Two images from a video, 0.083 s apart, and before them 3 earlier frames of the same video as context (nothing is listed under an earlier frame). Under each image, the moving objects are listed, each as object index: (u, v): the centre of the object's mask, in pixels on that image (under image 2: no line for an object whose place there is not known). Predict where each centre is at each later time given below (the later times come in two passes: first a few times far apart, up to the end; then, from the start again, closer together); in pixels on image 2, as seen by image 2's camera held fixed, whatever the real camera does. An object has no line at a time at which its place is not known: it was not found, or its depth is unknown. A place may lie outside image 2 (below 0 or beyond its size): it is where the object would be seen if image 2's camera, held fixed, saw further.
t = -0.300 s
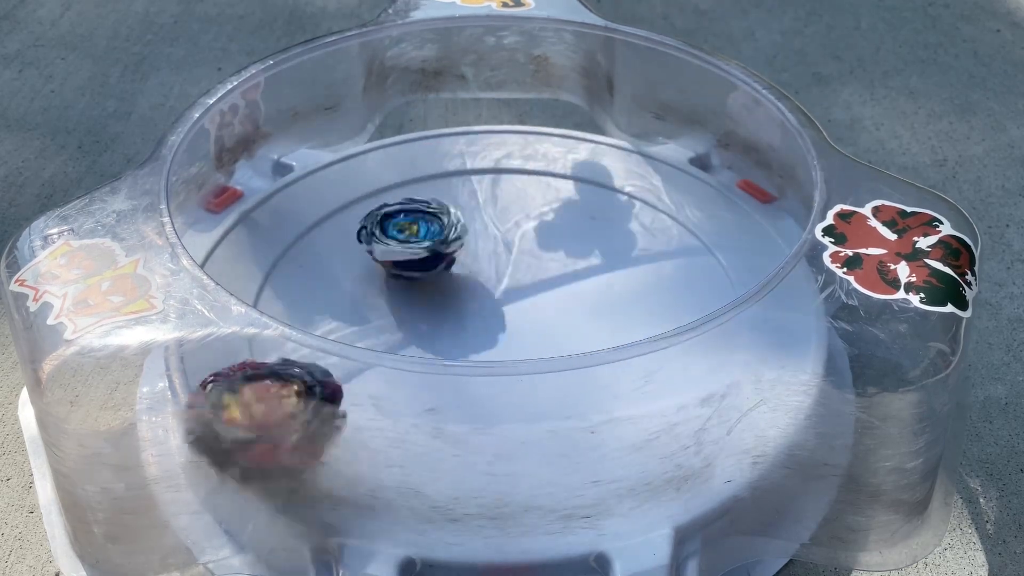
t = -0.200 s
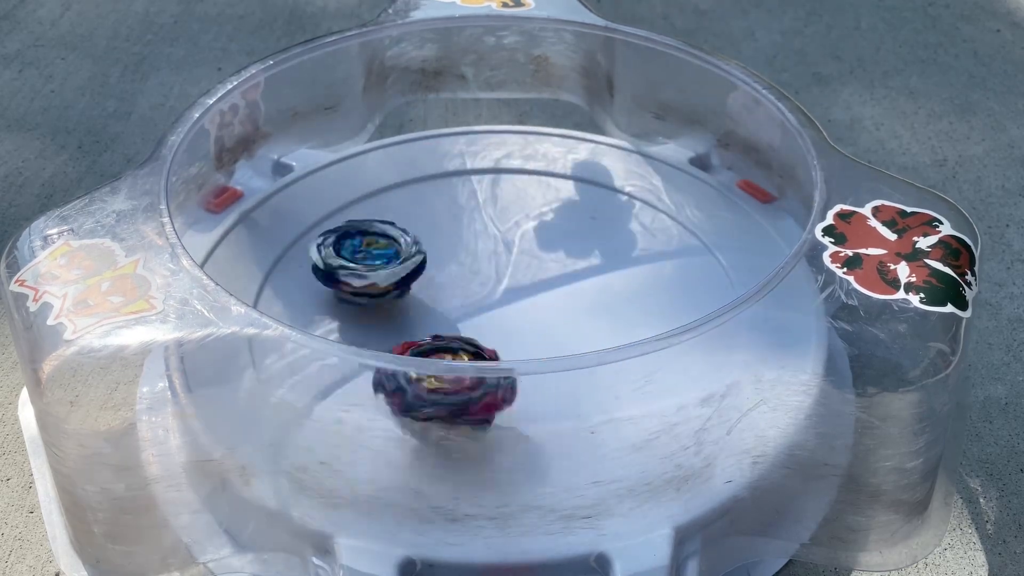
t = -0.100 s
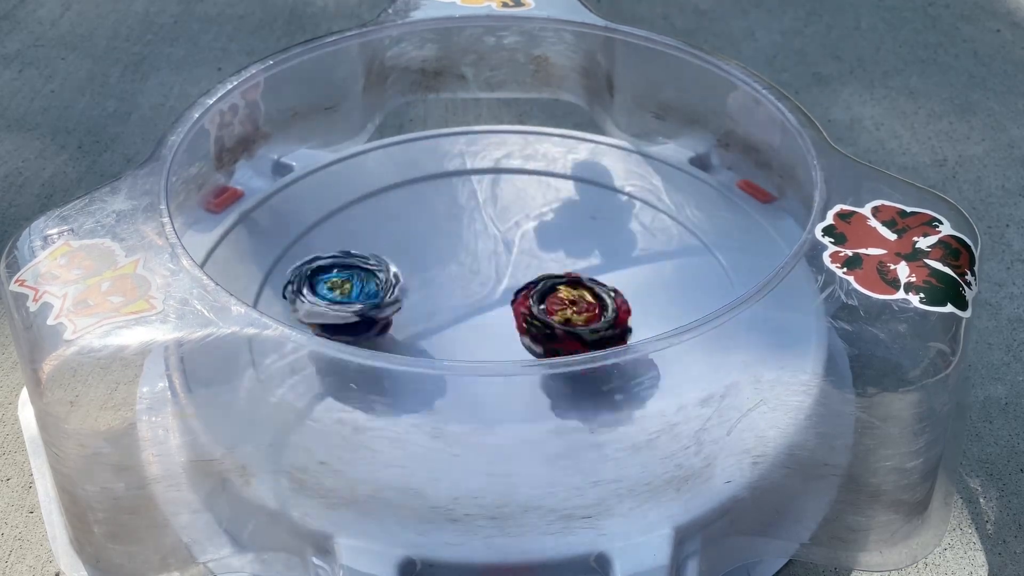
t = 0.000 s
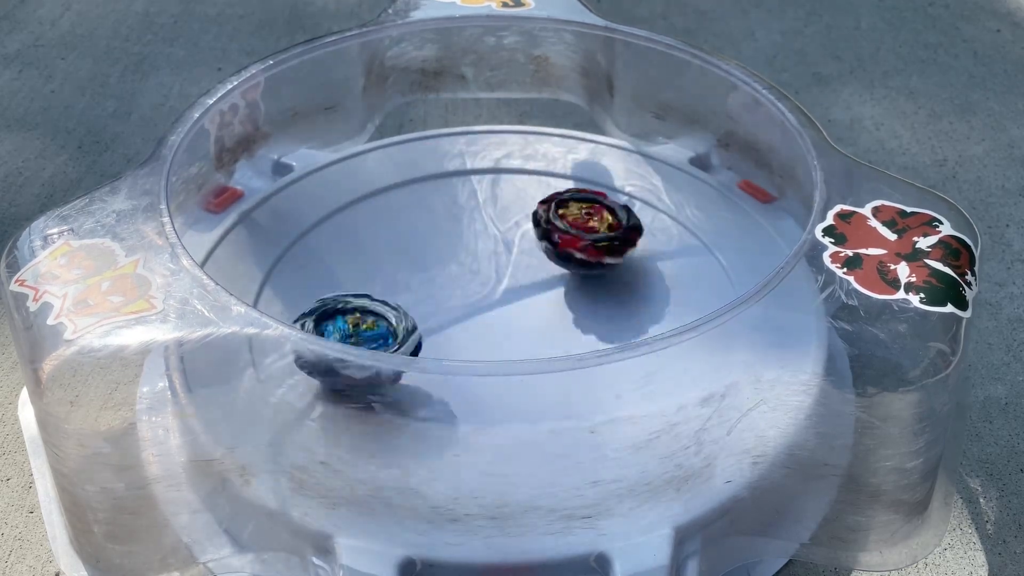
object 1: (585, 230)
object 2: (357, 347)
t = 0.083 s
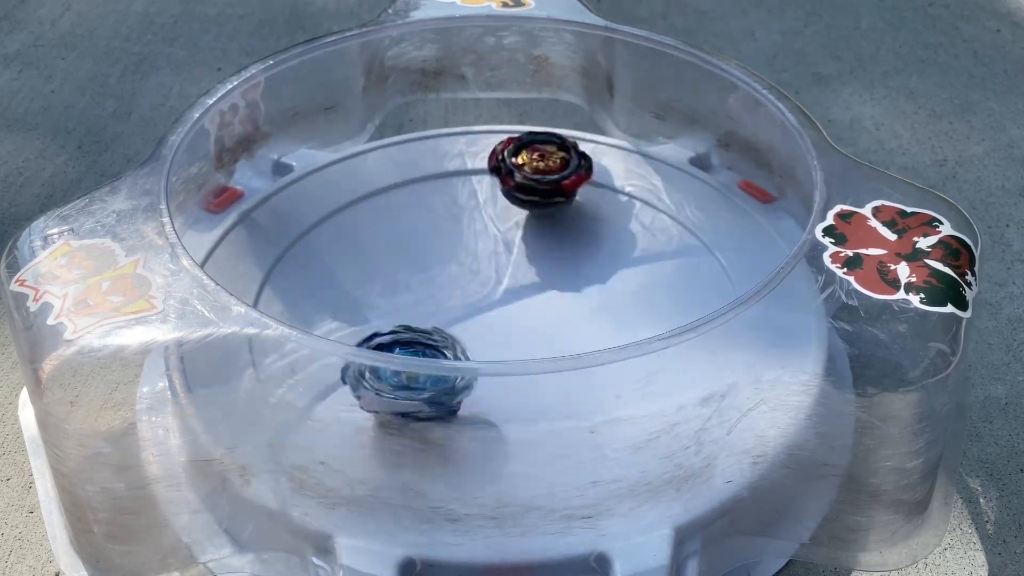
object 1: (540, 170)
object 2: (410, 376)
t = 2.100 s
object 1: (312, 229)
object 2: (632, 329)
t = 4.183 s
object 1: (544, 231)
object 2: (429, 326)
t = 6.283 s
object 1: (409, 267)
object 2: (619, 282)
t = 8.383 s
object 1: (471, 330)
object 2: (489, 247)
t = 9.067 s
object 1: (444, 267)
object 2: (562, 296)
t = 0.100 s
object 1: (525, 159)
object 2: (426, 382)
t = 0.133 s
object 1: (493, 139)
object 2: (461, 382)
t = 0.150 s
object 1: (475, 129)
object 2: (477, 381)
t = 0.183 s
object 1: (440, 118)
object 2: (501, 376)
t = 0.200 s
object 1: (423, 112)
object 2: (513, 377)
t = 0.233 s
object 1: (402, 115)
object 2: (530, 356)
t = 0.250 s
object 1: (404, 127)
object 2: (538, 347)
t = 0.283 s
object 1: (409, 148)
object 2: (549, 324)
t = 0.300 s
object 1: (410, 163)
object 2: (553, 320)
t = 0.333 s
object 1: (410, 189)
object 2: (557, 306)
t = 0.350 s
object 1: (409, 204)
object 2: (558, 296)
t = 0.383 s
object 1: (414, 230)
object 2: (556, 277)
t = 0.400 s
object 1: (417, 245)
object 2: (553, 268)
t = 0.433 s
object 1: (431, 266)
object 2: (542, 253)
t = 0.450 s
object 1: (436, 276)
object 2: (540, 246)
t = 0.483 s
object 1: (451, 295)
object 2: (530, 233)
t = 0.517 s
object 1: (476, 314)
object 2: (518, 224)
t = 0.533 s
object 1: (492, 319)
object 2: (511, 219)
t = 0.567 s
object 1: (530, 325)
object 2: (494, 212)
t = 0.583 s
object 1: (553, 337)
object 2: (484, 210)
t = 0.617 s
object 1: (601, 340)
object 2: (462, 206)
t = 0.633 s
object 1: (625, 343)
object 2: (451, 206)
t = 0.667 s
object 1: (669, 324)
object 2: (429, 208)
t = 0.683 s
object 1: (693, 317)
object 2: (419, 210)
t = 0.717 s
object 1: (729, 292)
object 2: (400, 218)
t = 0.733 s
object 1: (726, 267)
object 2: (392, 224)
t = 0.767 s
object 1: (740, 252)
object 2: (376, 237)
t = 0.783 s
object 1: (748, 243)
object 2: (371, 245)
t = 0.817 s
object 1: (751, 235)
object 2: (368, 262)
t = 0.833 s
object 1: (741, 235)
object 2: (369, 271)
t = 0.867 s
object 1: (713, 231)
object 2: (376, 286)
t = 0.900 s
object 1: (680, 229)
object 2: (390, 301)
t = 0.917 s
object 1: (664, 228)
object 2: (400, 309)
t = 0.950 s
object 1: (628, 225)
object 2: (425, 318)
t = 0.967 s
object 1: (610, 225)
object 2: (437, 320)
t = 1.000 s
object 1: (568, 229)
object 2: (465, 325)
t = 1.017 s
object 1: (547, 231)
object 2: (480, 326)
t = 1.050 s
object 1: (507, 240)
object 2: (511, 325)
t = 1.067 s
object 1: (488, 245)
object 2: (526, 323)
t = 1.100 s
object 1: (451, 260)
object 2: (554, 318)
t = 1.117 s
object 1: (432, 268)
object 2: (566, 315)
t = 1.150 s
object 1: (401, 286)
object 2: (589, 305)
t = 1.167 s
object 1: (387, 298)
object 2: (599, 298)
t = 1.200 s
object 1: (365, 312)
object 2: (615, 281)
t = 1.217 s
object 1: (355, 326)
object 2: (621, 273)
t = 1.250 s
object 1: (341, 359)
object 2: (625, 256)
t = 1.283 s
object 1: (333, 390)
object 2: (624, 241)
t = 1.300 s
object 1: (337, 403)
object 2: (621, 233)
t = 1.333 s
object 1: (357, 420)
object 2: (610, 219)
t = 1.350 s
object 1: (370, 428)
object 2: (603, 213)
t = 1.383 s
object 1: (389, 439)
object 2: (586, 204)
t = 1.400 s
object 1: (400, 449)
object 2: (577, 198)
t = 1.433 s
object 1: (427, 454)
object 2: (555, 193)
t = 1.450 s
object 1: (442, 458)
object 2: (542, 192)
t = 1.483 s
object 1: (467, 461)
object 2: (518, 192)
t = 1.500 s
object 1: (481, 459)
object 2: (505, 194)
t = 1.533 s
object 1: (510, 453)
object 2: (482, 201)
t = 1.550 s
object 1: (520, 453)
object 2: (470, 205)
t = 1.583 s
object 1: (541, 438)
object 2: (450, 217)
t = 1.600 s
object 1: (555, 428)
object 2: (443, 225)
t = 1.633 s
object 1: (576, 411)
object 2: (429, 242)
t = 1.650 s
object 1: (582, 393)
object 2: (424, 250)
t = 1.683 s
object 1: (596, 377)
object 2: (418, 268)
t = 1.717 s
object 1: (595, 352)
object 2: (420, 286)
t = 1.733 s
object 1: (593, 340)
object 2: (421, 292)
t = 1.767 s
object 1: (583, 314)
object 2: (428, 308)
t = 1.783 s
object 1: (575, 306)
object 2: (434, 314)
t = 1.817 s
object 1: (554, 283)
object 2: (452, 321)
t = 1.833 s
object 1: (544, 273)
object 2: (457, 325)
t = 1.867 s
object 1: (520, 255)
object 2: (474, 331)
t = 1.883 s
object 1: (507, 246)
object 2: (482, 346)
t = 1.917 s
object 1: (478, 233)
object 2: (503, 354)
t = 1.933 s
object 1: (463, 228)
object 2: (515, 355)
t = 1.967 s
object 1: (429, 220)
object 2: (540, 358)
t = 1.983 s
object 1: (413, 218)
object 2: (552, 358)
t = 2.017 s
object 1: (380, 216)
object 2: (579, 352)
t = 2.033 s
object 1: (364, 216)
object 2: (593, 350)
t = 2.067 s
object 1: (338, 220)
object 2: (614, 340)
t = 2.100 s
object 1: (312, 229)
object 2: (632, 329)
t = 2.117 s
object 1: (301, 235)
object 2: (634, 309)
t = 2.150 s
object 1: (286, 249)
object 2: (641, 300)
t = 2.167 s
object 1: (281, 256)
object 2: (641, 297)
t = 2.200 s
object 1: (278, 271)
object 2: (638, 287)
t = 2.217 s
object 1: (281, 277)
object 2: (634, 282)
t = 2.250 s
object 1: (292, 291)
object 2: (622, 275)
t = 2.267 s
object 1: (302, 297)
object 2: (616, 271)
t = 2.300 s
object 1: (320, 324)
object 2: (604, 268)
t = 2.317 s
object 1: (332, 332)
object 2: (595, 266)
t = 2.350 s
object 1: (364, 342)
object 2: (580, 264)
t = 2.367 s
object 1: (383, 345)
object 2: (574, 265)
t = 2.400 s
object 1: (419, 348)
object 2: (554, 263)
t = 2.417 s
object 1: (437, 344)
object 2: (543, 263)
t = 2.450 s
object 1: (469, 329)
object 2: (523, 263)
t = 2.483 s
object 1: (490, 327)
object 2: (504, 256)
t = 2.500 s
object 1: (496, 330)
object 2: (496, 250)
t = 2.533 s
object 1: (513, 345)
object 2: (485, 240)
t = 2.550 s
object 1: (523, 348)
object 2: (479, 234)
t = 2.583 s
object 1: (543, 347)
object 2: (469, 229)
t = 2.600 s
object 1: (553, 346)
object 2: (461, 228)
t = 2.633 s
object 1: (569, 338)
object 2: (446, 230)
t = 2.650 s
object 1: (575, 336)
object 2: (436, 232)
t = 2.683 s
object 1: (588, 320)
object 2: (418, 238)
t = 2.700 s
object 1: (594, 317)
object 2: (409, 242)
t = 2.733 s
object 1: (603, 310)
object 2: (397, 253)
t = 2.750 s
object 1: (608, 306)
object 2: (392, 260)
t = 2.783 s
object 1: (611, 298)
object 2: (387, 270)
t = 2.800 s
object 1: (610, 292)
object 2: (386, 276)
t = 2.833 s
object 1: (606, 284)
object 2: (386, 292)
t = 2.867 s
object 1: (600, 274)
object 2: (393, 306)
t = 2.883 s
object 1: (595, 269)
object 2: (399, 311)
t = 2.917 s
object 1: (584, 262)
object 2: (414, 320)
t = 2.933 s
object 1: (577, 259)
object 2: (423, 322)
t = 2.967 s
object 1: (562, 253)
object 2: (446, 328)
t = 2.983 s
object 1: (554, 252)
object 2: (456, 329)
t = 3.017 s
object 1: (537, 248)
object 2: (477, 340)
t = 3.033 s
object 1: (529, 248)
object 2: (486, 331)
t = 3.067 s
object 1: (512, 250)
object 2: (502, 330)
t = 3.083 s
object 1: (504, 249)
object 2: (510, 329)
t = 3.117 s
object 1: (488, 252)
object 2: (522, 326)
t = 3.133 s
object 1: (480, 253)
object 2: (525, 326)
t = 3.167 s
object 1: (465, 259)
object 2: (534, 321)
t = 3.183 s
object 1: (456, 263)
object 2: (537, 320)
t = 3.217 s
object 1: (443, 269)
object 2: (541, 314)
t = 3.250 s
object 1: (430, 277)
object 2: (547, 304)
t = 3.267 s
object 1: (425, 282)
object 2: (548, 299)
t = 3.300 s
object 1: (417, 293)
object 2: (551, 289)
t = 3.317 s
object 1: (416, 298)
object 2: (552, 285)
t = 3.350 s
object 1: (414, 307)
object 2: (550, 275)
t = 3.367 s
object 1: (415, 311)
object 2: (550, 270)
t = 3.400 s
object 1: (418, 317)
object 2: (546, 263)
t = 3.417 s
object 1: (422, 320)
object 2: (543, 259)
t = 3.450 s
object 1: (429, 325)
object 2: (538, 255)
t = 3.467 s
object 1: (433, 327)
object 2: (534, 252)
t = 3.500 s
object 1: (445, 341)
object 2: (527, 249)
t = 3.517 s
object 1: (449, 346)
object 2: (523, 249)
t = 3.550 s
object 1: (464, 349)
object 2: (514, 248)
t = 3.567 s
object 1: (469, 349)
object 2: (510, 248)
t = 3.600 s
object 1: (484, 349)
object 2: (500, 249)
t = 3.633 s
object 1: (498, 346)
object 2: (490, 250)
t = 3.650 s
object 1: (504, 343)
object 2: (485, 251)
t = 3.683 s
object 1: (516, 330)
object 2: (475, 255)
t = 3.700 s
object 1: (521, 328)
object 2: (470, 258)
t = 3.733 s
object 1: (532, 324)
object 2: (462, 262)
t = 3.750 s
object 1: (536, 321)
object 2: (458, 266)
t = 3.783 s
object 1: (545, 316)
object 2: (452, 271)
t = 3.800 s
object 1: (550, 314)
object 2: (447, 272)
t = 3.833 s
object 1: (558, 309)
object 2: (439, 272)
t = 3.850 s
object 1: (561, 305)
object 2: (436, 274)
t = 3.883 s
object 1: (565, 298)
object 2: (431, 277)
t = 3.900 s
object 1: (565, 294)
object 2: (430, 279)
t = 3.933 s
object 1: (566, 287)
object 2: (429, 287)
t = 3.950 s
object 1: (564, 283)
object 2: (430, 288)
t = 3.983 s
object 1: (562, 275)
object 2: (432, 295)
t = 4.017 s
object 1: (556, 268)
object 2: (436, 300)
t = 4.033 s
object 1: (553, 265)
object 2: (440, 303)
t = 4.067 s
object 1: (543, 259)
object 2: (445, 308)
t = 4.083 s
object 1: (546, 254)
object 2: (442, 312)
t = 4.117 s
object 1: (549, 244)
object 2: (432, 320)
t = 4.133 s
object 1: (550, 241)
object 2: (430, 321)
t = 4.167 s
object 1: (545, 233)
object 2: (429, 325)
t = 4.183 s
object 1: (544, 231)
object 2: (429, 326)
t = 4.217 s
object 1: (537, 227)
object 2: (435, 329)
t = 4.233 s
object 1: (534, 225)
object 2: (438, 330)
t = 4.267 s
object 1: (527, 223)
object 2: (447, 343)
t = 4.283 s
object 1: (523, 222)
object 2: (451, 345)
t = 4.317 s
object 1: (516, 223)
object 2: (461, 344)
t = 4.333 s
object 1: (512, 223)
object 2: (466, 346)
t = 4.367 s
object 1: (506, 225)
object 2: (477, 345)
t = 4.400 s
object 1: (499, 228)
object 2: (488, 342)
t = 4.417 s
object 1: (497, 230)
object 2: (493, 341)
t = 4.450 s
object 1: (491, 236)
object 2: (504, 330)
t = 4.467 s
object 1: (489, 238)
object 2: (509, 328)
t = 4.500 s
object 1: (484, 244)
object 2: (516, 325)
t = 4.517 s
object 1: (484, 247)
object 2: (519, 323)
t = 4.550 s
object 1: (480, 249)
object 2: (523, 321)
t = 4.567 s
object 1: (480, 248)
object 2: (525, 322)
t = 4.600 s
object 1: (478, 250)
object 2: (528, 322)
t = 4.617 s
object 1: (476, 250)
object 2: (528, 321)
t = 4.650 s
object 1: (475, 252)
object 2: (533, 319)
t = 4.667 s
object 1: (474, 252)
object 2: (533, 319)
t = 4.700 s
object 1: (470, 246)
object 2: (546, 323)
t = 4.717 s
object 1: (466, 244)
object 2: (554, 324)
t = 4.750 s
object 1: (461, 240)
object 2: (566, 336)
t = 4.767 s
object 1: (458, 238)
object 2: (569, 325)
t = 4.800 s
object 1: (452, 237)
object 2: (580, 334)
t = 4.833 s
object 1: (447, 237)
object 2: (588, 333)
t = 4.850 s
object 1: (444, 237)
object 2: (589, 321)
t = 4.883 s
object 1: (439, 238)
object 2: (595, 318)
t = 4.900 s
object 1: (437, 239)
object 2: (599, 316)
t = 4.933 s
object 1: (434, 242)
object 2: (603, 313)
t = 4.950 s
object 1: (434, 244)
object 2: (605, 311)
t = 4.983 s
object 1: (433, 247)
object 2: (604, 307)
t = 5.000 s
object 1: (435, 250)
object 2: (603, 305)
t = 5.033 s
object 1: (436, 254)
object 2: (595, 300)
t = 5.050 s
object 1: (437, 257)
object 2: (592, 298)
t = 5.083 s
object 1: (442, 261)
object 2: (579, 293)
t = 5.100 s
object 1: (444, 264)
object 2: (574, 292)
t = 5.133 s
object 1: (444, 267)
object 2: (566, 290)
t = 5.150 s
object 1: (430, 262)
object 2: (578, 290)
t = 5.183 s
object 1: (410, 259)
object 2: (595, 297)
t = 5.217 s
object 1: (395, 258)
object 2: (606, 299)
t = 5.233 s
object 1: (389, 258)
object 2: (610, 300)
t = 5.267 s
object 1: (379, 261)
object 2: (614, 298)
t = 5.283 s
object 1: (376, 263)
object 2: (615, 296)
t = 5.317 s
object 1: (369, 267)
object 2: (616, 294)
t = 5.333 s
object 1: (366, 270)
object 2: (615, 292)
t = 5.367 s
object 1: (365, 276)
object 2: (610, 290)
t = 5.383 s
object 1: (363, 279)
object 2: (604, 289)
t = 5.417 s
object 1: (365, 286)
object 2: (596, 289)
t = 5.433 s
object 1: (368, 287)
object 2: (590, 288)
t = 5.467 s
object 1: (374, 294)
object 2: (579, 290)
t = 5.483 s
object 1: (379, 297)
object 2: (573, 291)
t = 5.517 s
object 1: (389, 301)
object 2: (560, 294)
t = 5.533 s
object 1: (394, 302)
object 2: (555, 295)
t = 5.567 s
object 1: (406, 305)
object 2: (542, 298)
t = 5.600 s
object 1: (405, 306)
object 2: (549, 300)
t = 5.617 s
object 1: (391, 304)
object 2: (569, 299)
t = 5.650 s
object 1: (372, 303)
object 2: (601, 298)
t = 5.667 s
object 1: (367, 302)
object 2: (613, 296)
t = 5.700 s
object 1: (358, 303)
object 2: (631, 292)
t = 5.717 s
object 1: (355, 303)
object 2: (637, 291)
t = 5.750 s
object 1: (350, 304)
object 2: (642, 288)
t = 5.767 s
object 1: (349, 305)
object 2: (644, 287)
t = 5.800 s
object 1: (349, 307)
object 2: (644, 285)
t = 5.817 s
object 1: (351, 308)
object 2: (642, 284)
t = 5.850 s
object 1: (353, 310)
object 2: (640, 281)
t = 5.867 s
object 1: (354, 310)
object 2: (638, 281)
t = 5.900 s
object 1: (361, 312)
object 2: (637, 278)
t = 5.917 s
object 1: (366, 313)
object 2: (635, 276)
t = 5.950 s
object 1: (375, 313)
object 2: (634, 275)
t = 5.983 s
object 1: (384, 313)
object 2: (631, 272)
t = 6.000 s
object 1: (390, 313)
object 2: (628, 271)
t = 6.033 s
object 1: (403, 312)
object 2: (621, 271)
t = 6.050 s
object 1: (409, 311)
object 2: (617, 270)
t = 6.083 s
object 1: (421, 308)
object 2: (608, 271)
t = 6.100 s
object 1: (428, 306)
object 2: (602, 273)
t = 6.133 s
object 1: (442, 299)
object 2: (589, 275)
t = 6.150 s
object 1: (447, 296)
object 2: (583, 278)
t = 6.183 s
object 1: (452, 287)
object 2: (577, 282)
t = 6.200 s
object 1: (442, 283)
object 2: (588, 280)
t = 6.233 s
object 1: (425, 275)
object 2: (608, 282)
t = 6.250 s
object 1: (418, 272)
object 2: (613, 281)
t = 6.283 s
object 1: (409, 267)
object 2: (619, 282)
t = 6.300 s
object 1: (406, 263)
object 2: (622, 282)
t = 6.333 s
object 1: (398, 260)
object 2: (622, 281)
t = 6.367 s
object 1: (392, 256)
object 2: (620, 281)
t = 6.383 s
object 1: (389, 255)
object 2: (618, 282)
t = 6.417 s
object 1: (385, 253)
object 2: (614, 282)
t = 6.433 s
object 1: (384, 253)
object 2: (610, 282)
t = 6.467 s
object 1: (382, 252)
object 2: (602, 285)
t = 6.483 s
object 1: (381, 252)
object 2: (597, 286)
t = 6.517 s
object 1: (382, 252)
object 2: (588, 289)
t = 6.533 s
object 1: (383, 252)
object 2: (584, 291)
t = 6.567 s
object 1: (387, 253)
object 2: (574, 295)
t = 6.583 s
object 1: (388, 253)
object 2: (569, 297)
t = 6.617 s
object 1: (394, 254)
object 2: (559, 302)
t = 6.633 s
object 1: (397, 254)
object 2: (553, 304)
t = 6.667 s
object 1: (404, 256)
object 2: (544, 309)
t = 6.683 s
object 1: (407, 256)
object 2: (538, 310)
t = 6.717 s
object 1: (415, 257)
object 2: (529, 313)
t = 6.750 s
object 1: (424, 259)
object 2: (519, 315)
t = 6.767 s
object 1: (430, 259)
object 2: (516, 316)
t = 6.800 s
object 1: (429, 248)
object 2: (523, 326)
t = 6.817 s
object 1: (430, 244)
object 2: (527, 330)
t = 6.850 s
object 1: (431, 238)
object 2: (529, 350)
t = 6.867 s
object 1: (433, 235)
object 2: (531, 355)
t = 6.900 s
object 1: (435, 231)
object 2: (532, 361)
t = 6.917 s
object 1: (435, 229)
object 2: (533, 360)
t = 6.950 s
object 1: (438, 226)
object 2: (536, 376)
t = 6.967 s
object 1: (440, 225)
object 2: (536, 376)
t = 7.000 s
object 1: (443, 224)
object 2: (536, 376)
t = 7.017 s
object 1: (444, 223)
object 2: (537, 374)
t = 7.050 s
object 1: (447, 222)
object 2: (539, 376)
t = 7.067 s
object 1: (449, 222)
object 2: (538, 376)
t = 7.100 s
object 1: (454, 223)
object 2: (537, 378)
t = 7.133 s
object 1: (460, 224)
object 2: (536, 378)
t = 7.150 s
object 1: (463, 225)
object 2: (535, 378)
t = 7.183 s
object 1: (470, 227)
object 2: (532, 379)
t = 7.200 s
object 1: (473, 229)
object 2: (530, 377)
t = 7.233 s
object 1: (481, 232)
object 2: (527, 375)
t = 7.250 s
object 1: (486, 233)
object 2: (524, 376)
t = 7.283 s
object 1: (495, 237)
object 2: (518, 376)
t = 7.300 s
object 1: (499, 239)
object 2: (515, 362)
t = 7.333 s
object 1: (508, 243)
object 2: (506, 359)
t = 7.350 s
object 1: (514, 245)
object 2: (505, 357)
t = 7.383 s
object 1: (523, 249)
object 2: (497, 353)
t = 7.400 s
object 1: (528, 250)
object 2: (492, 349)
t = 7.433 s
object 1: (538, 254)
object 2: (484, 334)
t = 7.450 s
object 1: (544, 257)
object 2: (481, 332)
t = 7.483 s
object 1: (554, 260)
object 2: (473, 329)
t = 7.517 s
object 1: (563, 262)
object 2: (466, 326)
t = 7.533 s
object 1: (568, 264)
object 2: (463, 324)
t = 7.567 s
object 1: (578, 267)
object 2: (456, 321)
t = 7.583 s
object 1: (581, 268)
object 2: (452, 317)
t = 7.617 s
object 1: (587, 271)
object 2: (448, 314)
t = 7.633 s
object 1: (590, 272)
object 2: (446, 312)
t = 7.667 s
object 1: (595, 275)
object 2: (443, 306)
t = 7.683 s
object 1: (597, 276)
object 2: (441, 304)
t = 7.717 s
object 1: (600, 280)
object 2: (439, 299)
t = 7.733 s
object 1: (601, 282)
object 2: (439, 296)
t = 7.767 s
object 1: (602, 285)
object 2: (438, 292)
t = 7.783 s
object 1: (603, 286)
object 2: (438, 291)
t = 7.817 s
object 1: (603, 289)
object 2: (437, 287)
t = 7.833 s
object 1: (602, 290)
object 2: (437, 284)
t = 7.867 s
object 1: (600, 293)
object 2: (438, 280)
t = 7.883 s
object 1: (599, 295)
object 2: (439, 280)
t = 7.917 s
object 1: (597, 300)
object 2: (440, 276)
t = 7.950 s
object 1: (592, 303)
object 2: (442, 273)
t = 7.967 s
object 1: (590, 305)
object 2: (442, 272)
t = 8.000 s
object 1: (585, 309)
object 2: (444, 269)
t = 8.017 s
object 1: (581, 310)
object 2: (446, 267)
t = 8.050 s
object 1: (573, 313)
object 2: (448, 264)
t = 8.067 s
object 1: (569, 315)
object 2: (449, 263)
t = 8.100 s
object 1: (561, 317)
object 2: (453, 261)
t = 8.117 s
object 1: (556, 318)
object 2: (455, 260)
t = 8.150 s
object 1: (547, 320)
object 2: (458, 257)
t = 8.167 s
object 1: (542, 321)
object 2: (460, 257)
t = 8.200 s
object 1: (532, 323)
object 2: (464, 255)
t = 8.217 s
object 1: (527, 324)
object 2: (465, 253)
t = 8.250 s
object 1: (514, 326)
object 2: (470, 251)
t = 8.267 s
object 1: (508, 327)
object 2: (473, 251)
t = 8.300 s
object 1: (497, 328)
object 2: (478, 249)
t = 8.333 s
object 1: (486, 329)
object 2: (483, 248)
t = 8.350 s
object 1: (480, 330)
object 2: (484, 247)
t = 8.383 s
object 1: (471, 330)
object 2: (489, 247)
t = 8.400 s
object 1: (467, 330)
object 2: (493, 247)
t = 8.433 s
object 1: (456, 330)
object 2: (499, 248)
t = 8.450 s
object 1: (452, 329)
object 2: (500, 248)
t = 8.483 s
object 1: (445, 329)
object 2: (506, 248)
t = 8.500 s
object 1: (440, 329)
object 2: (509, 249)
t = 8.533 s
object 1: (434, 328)
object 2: (515, 250)
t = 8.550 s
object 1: (432, 328)
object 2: (518, 250)
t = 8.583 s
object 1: (425, 327)
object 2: (523, 252)
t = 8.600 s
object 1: (424, 326)
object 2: (525, 253)
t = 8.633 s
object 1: (421, 325)
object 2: (529, 254)
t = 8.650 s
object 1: (419, 324)
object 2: (532, 256)
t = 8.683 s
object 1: (418, 323)
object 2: (537, 258)
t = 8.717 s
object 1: (417, 320)
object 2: (541, 260)
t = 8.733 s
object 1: (416, 319)
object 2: (543, 261)
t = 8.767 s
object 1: (417, 317)
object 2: (547, 264)
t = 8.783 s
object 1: (418, 315)
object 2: (549, 266)
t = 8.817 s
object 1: (419, 312)
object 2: (552, 269)
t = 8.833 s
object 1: (420, 310)
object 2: (554, 270)
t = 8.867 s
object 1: (422, 305)
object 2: (556, 274)
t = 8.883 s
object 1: (423, 302)
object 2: (558, 276)
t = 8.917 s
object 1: (427, 296)
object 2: (560, 280)
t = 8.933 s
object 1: (429, 293)
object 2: (560, 282)
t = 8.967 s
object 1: (434, 287)
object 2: (562, 285)
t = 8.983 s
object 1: (435, 283)
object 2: (562, 287)
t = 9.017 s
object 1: (438, 276)
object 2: (562, 291)
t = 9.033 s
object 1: (441, 274)
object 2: (562, 293)
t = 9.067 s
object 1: (444, 267)
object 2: (562, 296)
